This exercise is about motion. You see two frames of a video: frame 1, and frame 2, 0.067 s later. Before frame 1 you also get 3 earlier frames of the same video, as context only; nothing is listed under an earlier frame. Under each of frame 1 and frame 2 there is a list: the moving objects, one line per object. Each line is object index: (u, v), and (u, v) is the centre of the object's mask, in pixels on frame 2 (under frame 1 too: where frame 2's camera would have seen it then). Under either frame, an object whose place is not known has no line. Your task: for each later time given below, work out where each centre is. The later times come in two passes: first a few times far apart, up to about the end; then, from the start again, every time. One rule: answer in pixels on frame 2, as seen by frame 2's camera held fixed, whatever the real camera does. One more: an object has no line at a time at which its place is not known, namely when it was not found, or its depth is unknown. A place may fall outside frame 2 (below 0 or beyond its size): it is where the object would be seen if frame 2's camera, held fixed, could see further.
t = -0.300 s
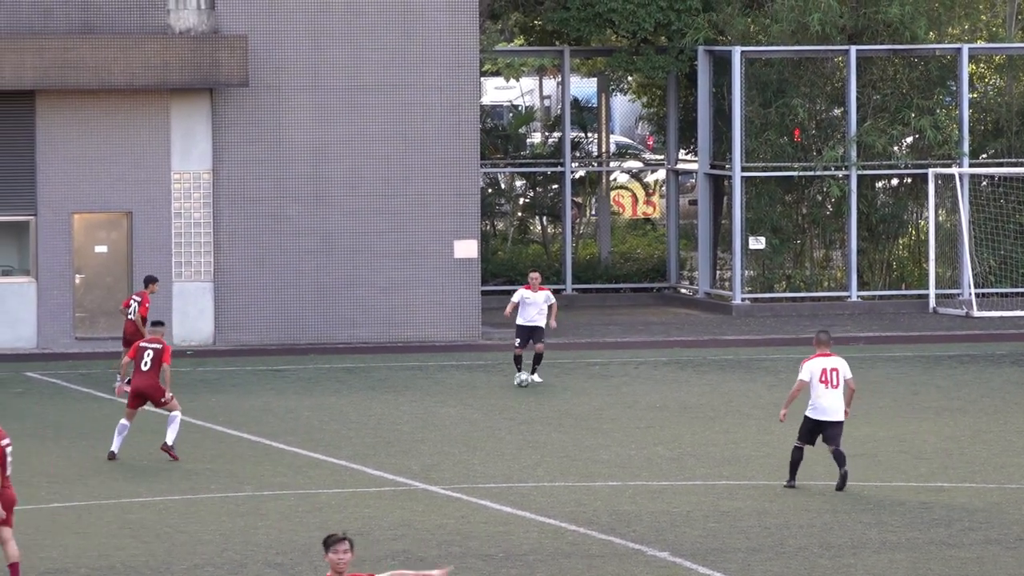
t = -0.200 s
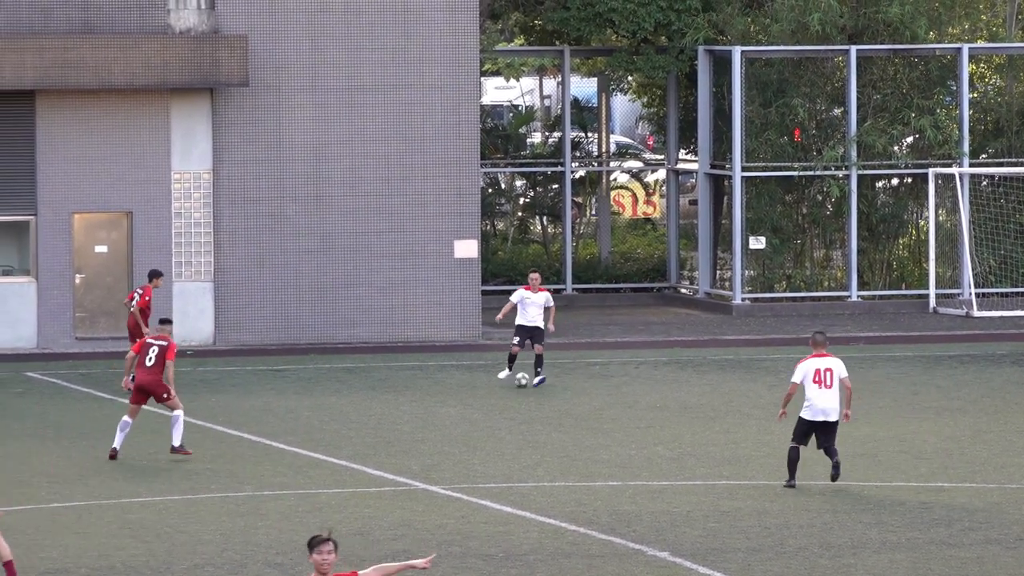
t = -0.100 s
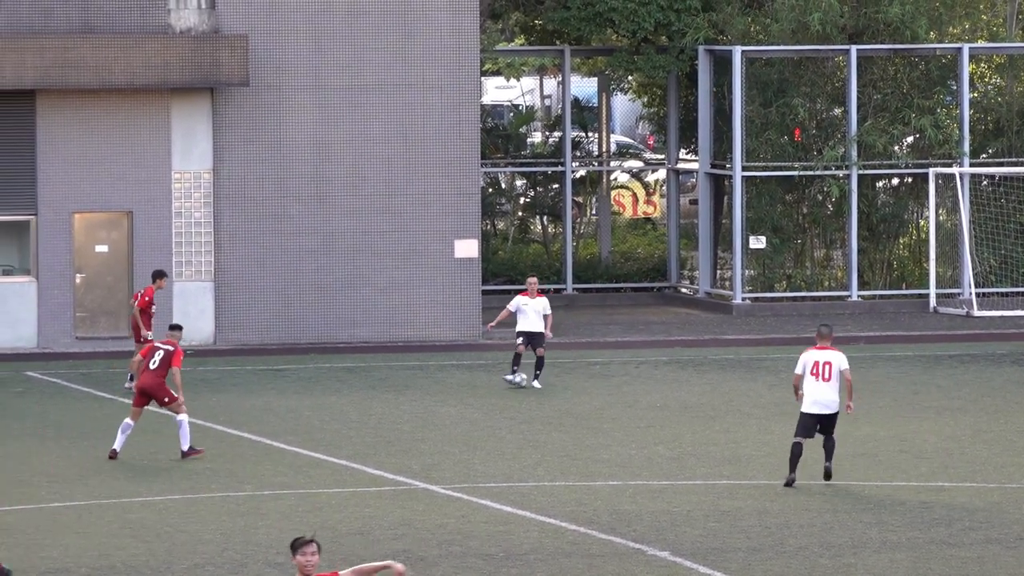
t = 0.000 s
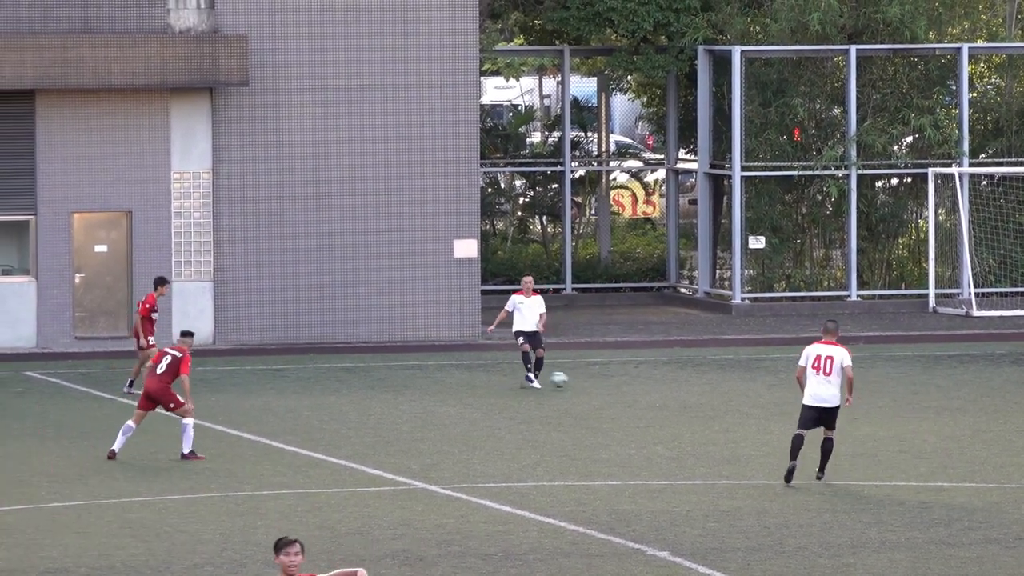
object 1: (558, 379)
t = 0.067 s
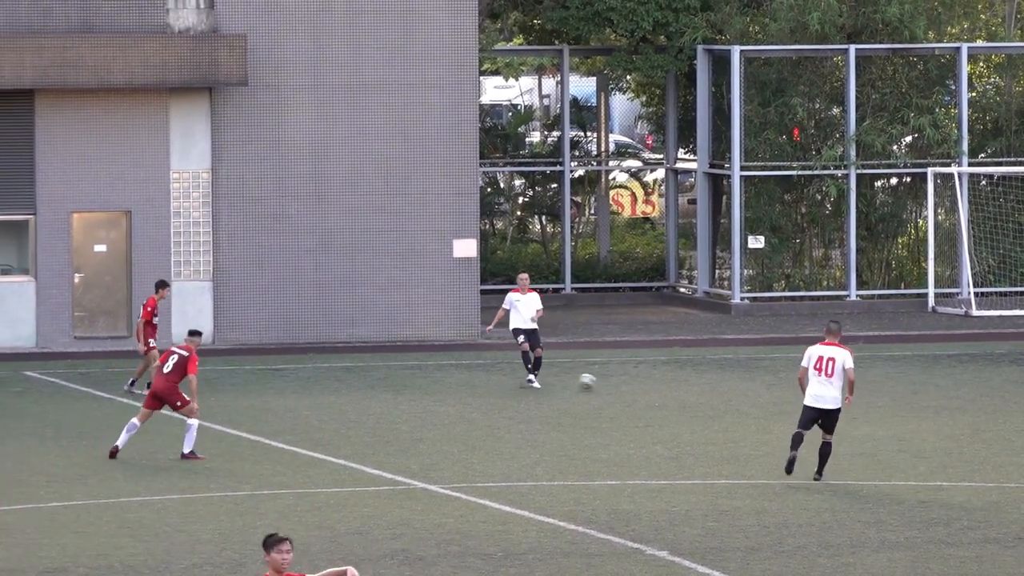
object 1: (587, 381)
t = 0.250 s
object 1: (658, 384)
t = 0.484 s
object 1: (738, 389)
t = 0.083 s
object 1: (594, 383)
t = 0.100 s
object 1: (601, 383)
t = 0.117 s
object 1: (608, 384)
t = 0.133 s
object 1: (614, 383)
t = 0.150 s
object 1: (621, 382)
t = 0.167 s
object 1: (626, 382)
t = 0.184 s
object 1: (633, 382)
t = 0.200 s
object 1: (640, 382)
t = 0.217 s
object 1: (646, 382)
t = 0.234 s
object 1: (652, 383)
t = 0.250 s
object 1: (658, 384)
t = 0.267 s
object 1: (665, 385)
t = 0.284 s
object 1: (671, 386)
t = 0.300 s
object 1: (678, 387)
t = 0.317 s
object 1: (684, 387)
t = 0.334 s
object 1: (689, 387)
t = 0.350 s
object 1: (695, 386)
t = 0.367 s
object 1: (700, 386)
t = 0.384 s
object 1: (705, 385)
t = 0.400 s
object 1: (711, 386)
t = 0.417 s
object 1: (716, 386)
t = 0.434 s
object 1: (721, 386)
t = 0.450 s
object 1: (727, 387)
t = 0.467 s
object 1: (732, 388)
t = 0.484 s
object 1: (738, 389)
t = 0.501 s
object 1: (743, 390)
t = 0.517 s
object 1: (748, 390)
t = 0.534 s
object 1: (754, 389)
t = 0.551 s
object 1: (759, 389)
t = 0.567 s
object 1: (764, 388)
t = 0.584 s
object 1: (769, 388)
